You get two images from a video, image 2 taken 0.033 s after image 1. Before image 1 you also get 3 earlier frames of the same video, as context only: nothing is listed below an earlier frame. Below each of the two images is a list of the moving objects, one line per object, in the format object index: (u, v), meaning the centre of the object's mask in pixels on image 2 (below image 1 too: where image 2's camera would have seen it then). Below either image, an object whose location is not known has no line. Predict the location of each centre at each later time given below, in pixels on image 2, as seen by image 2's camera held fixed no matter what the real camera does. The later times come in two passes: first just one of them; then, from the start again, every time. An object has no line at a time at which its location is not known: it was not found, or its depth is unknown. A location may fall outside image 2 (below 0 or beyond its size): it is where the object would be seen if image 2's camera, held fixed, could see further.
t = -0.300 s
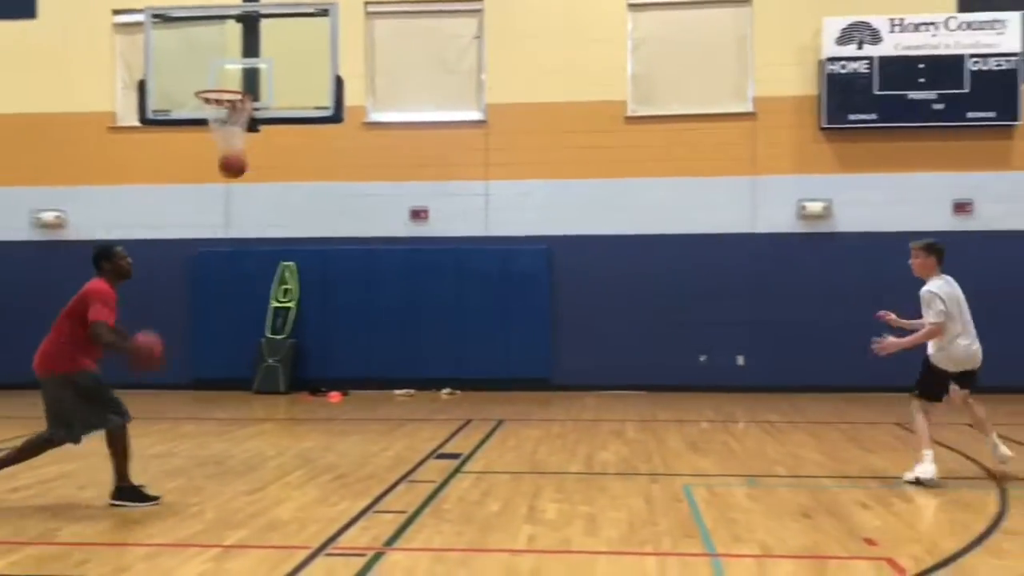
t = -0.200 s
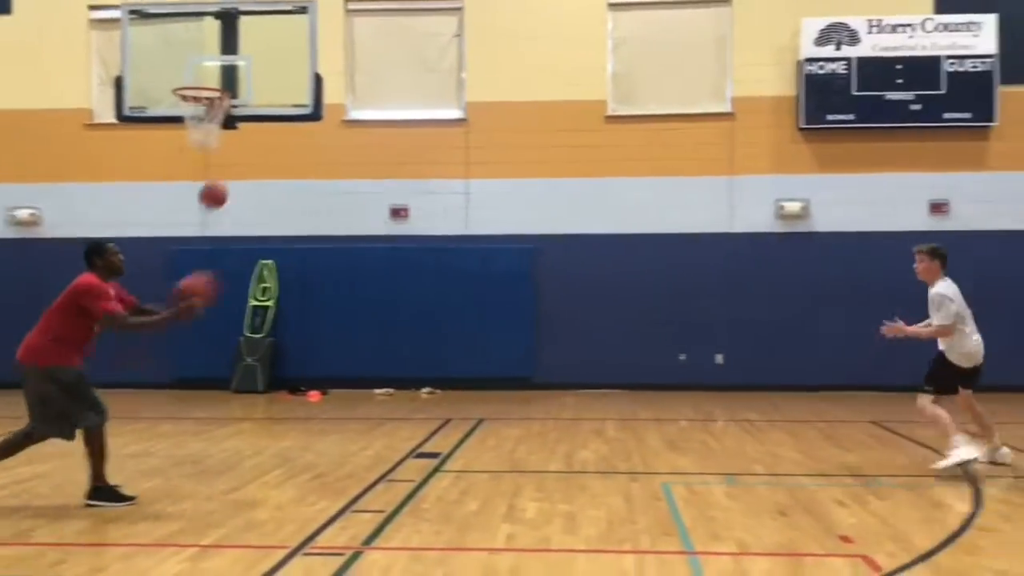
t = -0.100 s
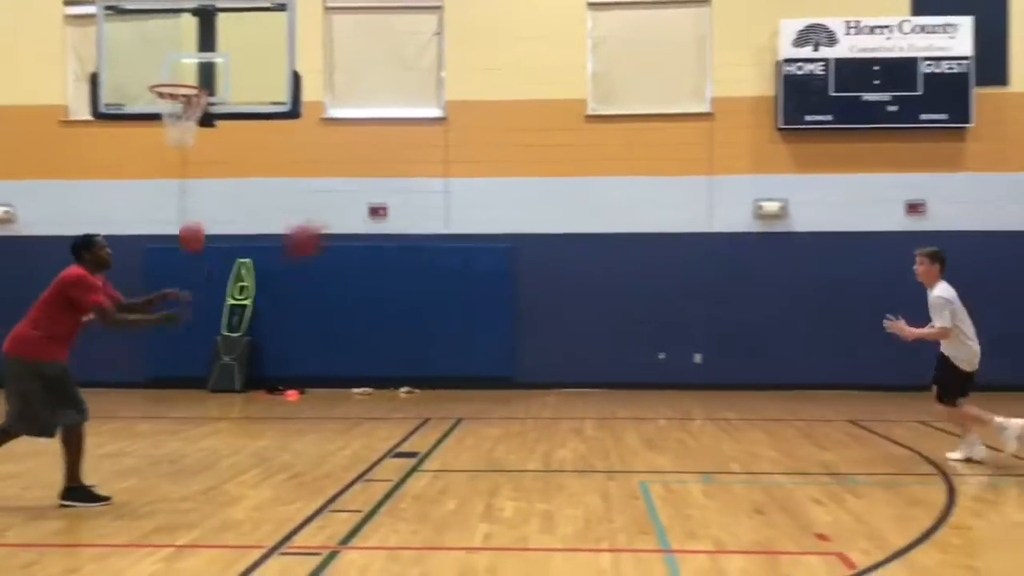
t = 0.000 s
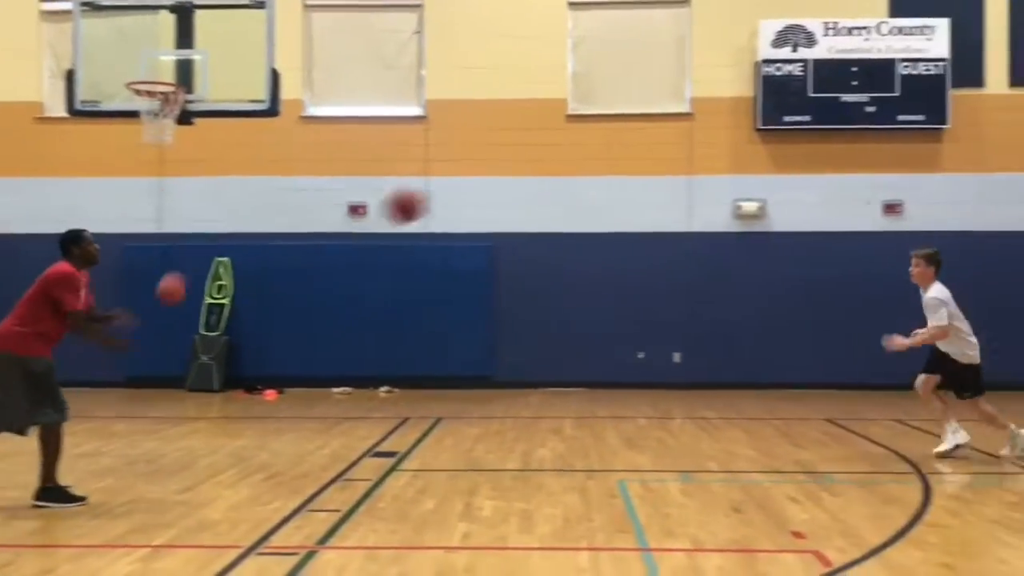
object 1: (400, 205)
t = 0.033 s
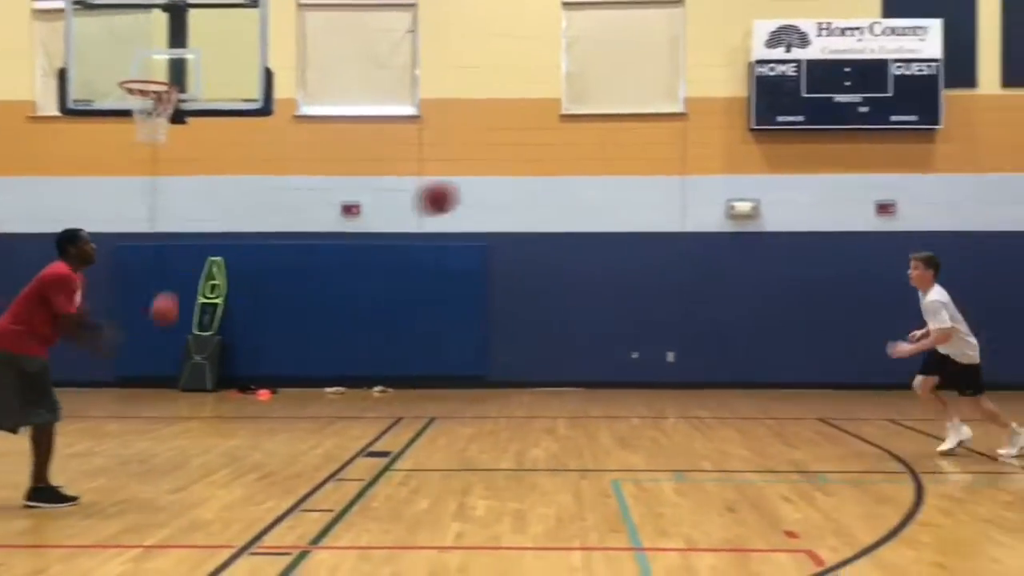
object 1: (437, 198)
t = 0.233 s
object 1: (644, 186)
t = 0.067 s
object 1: (474, 192)
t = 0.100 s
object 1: (510, 189)
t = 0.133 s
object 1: (544, 186)
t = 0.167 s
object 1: (578, 185)
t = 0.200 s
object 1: (612, 185)
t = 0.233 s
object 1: (644, 186)
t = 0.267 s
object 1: (675, 188)
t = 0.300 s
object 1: (705, 191)
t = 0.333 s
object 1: (735, 196)
